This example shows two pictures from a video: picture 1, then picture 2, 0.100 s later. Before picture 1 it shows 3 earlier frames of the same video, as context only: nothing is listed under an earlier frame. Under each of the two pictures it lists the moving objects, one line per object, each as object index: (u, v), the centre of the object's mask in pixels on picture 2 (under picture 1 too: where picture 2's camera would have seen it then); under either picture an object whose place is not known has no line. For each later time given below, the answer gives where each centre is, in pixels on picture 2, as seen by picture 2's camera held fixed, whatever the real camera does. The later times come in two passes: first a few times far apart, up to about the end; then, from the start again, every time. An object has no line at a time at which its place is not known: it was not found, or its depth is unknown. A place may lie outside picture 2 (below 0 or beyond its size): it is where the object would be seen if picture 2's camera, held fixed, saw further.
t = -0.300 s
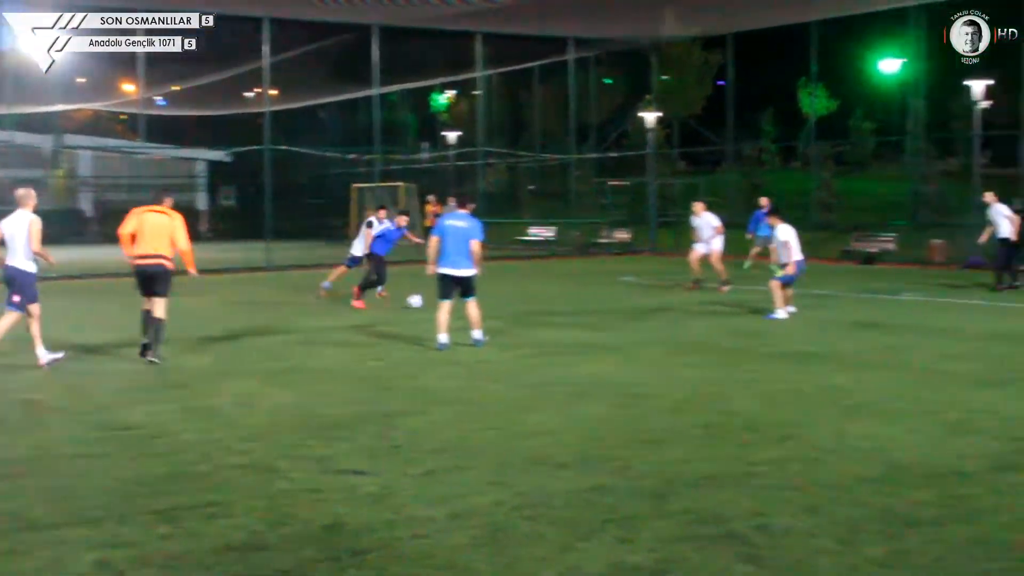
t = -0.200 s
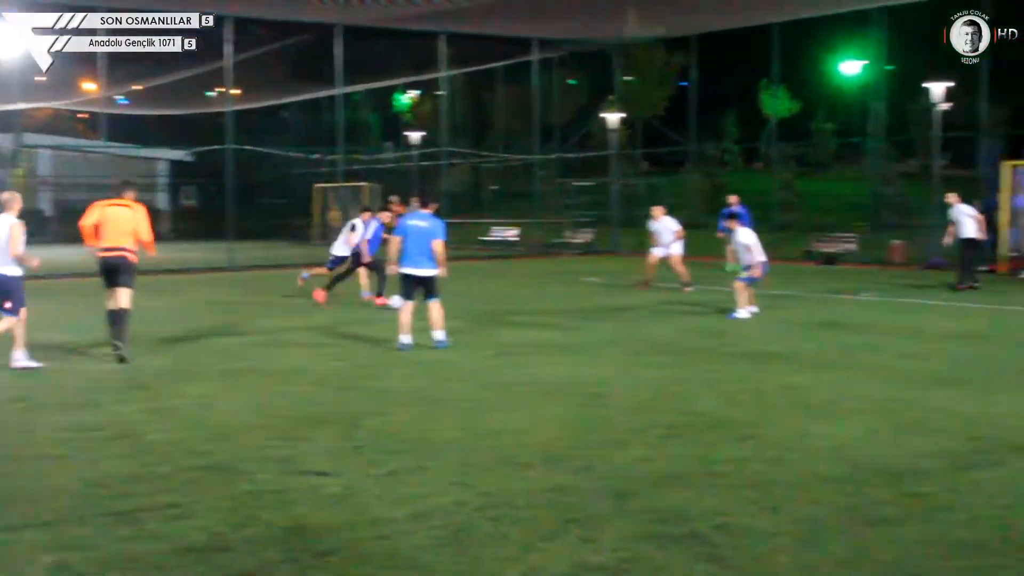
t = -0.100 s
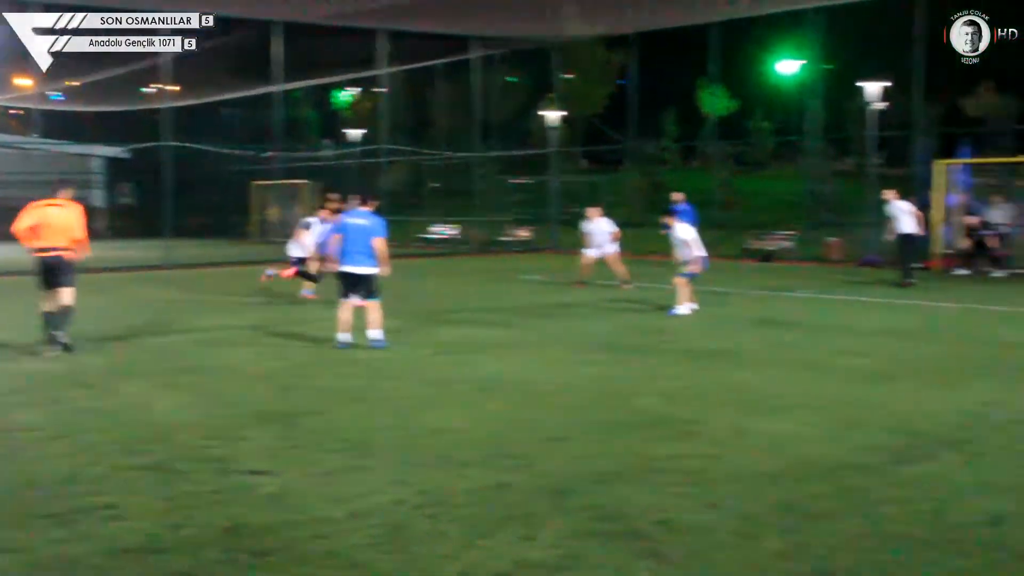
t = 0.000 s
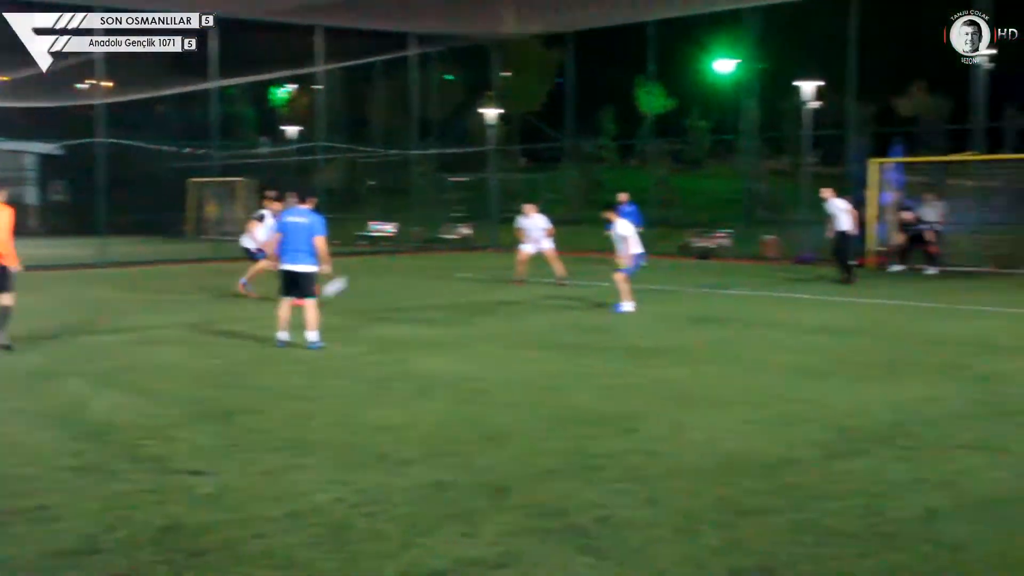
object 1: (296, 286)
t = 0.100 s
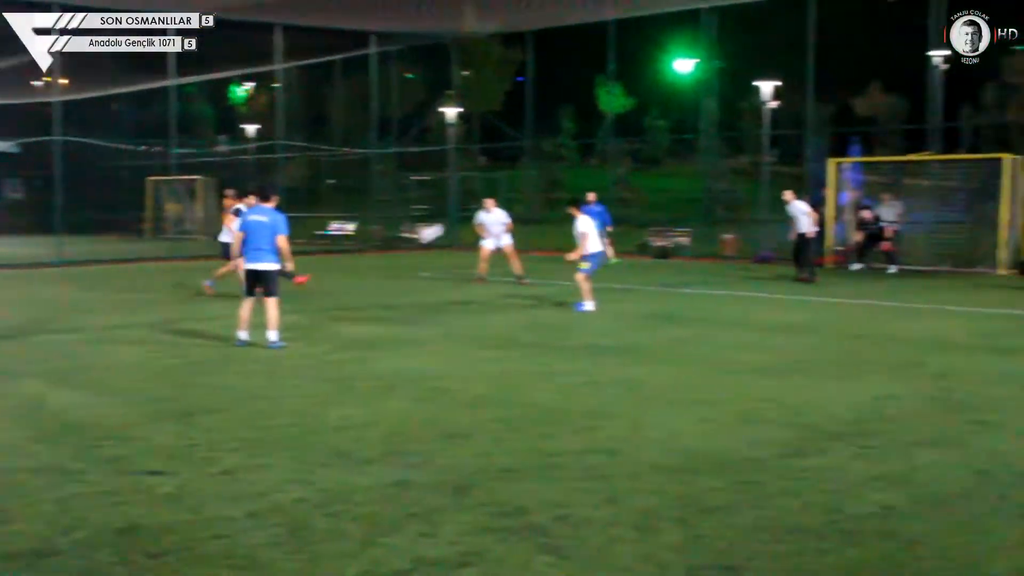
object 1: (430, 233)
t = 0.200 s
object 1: (552, 192)
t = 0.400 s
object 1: (757, 140)
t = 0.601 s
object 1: (922, 121)
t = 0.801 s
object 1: (1050, 130)
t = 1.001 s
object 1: (1043, 176)
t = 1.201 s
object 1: (1035, 247)
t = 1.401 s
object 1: (1022, 240)
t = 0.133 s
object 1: (456, 224)
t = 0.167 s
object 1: (509, 206)
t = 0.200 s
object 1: (552, 192)
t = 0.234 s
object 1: (597, 179)
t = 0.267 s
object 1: (619, 173)
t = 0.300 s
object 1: (660, 162)
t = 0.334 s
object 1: (700, 152)
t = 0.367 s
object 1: (720, 148)
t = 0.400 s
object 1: (757, 140)
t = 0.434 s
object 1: (793, 134)
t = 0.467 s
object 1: (811, 131)
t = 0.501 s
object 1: (845, 127)
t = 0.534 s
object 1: (876, 124)
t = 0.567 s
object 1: (892, 123)
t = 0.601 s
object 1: (922, 121)
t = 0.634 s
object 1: (952, 121)
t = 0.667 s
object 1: (966, 121)
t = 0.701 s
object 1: (993, 122)
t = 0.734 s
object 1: (1020, 124)
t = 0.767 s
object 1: (1034, 126)
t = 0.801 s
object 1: (1050, 130)
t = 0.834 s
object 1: (1048, 137)
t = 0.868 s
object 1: (1048, 141)
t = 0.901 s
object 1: (1046, 151)
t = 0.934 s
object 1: (1045, 160)
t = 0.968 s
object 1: (1044, 166)
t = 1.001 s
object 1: (1043, 176)
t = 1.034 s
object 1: (1041, 189)
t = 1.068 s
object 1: (1040, 195)
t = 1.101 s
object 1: (1039, 209)
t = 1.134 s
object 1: (1037, 223)
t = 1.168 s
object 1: (1036, 231)
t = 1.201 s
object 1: (1035, 247)
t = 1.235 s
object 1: (1033, 265)
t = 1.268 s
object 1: (1032, 271)
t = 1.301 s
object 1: (1029, 264)
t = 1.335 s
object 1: (1026, 254)
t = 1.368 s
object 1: (1025, 249)
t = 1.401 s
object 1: (1022, 240)
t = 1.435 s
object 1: (1018, 232)
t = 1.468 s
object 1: (1017, 228)
